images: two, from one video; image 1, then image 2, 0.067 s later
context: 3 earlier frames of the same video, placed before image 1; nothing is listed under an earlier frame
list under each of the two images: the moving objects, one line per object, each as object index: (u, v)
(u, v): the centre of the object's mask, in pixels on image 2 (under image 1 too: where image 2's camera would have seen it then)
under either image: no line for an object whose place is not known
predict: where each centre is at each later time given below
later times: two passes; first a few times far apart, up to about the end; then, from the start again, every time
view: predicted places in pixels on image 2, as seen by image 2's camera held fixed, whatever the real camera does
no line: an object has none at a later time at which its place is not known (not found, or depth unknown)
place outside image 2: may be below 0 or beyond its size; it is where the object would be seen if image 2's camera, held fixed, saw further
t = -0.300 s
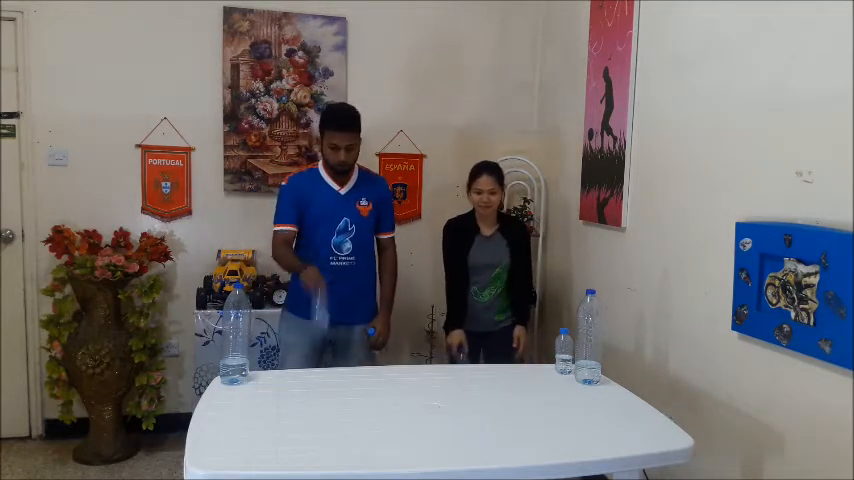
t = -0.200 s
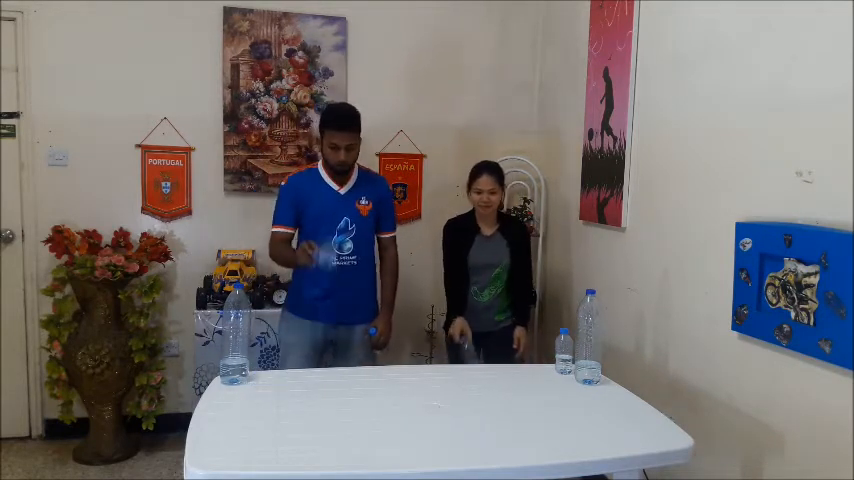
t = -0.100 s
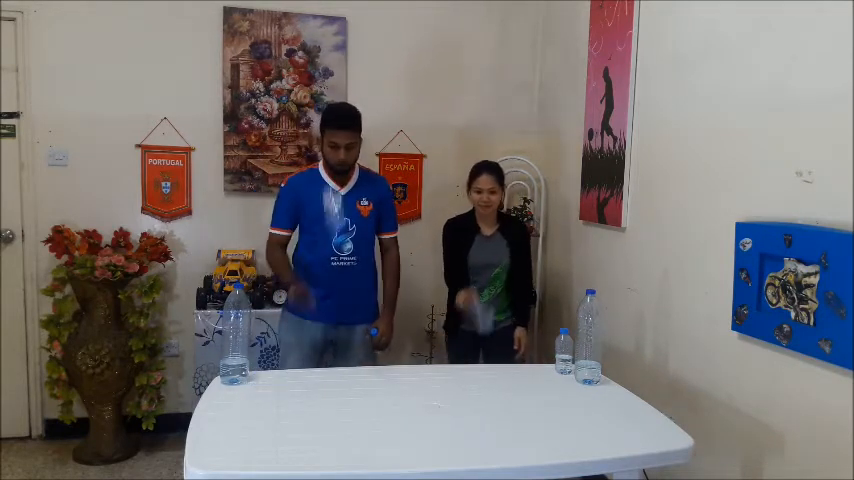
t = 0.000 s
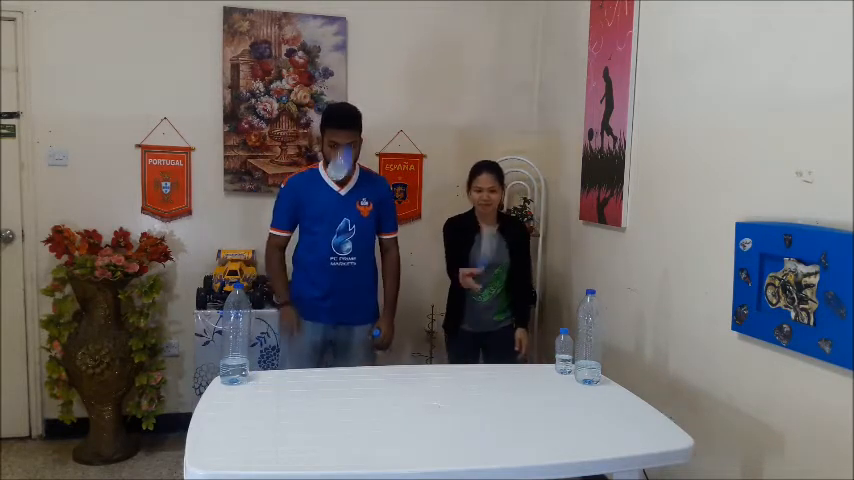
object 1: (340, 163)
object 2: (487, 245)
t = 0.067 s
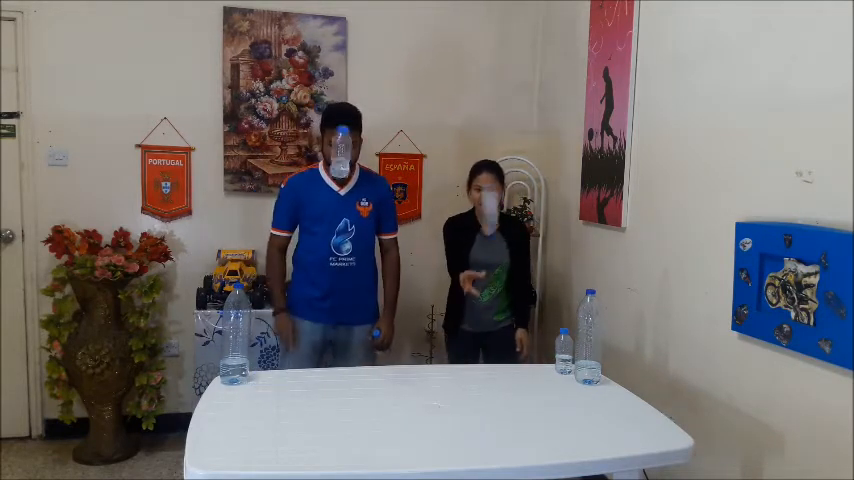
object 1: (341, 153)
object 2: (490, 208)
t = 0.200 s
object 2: (500, 150)
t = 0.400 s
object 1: (353, 377)
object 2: (493, 150)
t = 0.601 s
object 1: (368, 407)
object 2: (486, 283)
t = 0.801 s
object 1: (377, 411)
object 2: (476, 379)
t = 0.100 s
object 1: (341, 157)
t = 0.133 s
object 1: (341, 165)
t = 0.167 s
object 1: (342, 178)
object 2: (494, 162)
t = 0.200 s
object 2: (500, 150)
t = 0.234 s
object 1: (346, 217)
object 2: (498, 138)
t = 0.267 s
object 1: (347, 240)
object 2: (497, 134)
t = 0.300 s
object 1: (349, 274)
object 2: (496, 132)
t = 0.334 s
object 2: (495, 133)
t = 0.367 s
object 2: (493, 139)
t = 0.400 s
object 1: (353, 377)
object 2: (493, 150)
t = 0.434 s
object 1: (355, 379)
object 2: (492, 164)
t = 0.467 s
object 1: (357, 380)
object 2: (491, 180)
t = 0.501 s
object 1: (360, 381)
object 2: (490, 201)
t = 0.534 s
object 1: (362, 384)
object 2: (489, 225)
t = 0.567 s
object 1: (367, 391)
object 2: (487, 253)
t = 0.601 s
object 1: (368, 407)
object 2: (486, 283)
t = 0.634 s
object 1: (370, 409)
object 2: (485, 325)
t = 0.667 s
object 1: (373, 410)
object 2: (483, 358)
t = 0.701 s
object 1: (374, 410)
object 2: (482, 377)
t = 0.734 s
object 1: (374, 410)
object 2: (481, 381)
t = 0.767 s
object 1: (375, 410)
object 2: (479, 380)
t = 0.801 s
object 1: (377, 411)
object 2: (476, 379)
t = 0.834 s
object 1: (378, 411)
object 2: (474, 380)
